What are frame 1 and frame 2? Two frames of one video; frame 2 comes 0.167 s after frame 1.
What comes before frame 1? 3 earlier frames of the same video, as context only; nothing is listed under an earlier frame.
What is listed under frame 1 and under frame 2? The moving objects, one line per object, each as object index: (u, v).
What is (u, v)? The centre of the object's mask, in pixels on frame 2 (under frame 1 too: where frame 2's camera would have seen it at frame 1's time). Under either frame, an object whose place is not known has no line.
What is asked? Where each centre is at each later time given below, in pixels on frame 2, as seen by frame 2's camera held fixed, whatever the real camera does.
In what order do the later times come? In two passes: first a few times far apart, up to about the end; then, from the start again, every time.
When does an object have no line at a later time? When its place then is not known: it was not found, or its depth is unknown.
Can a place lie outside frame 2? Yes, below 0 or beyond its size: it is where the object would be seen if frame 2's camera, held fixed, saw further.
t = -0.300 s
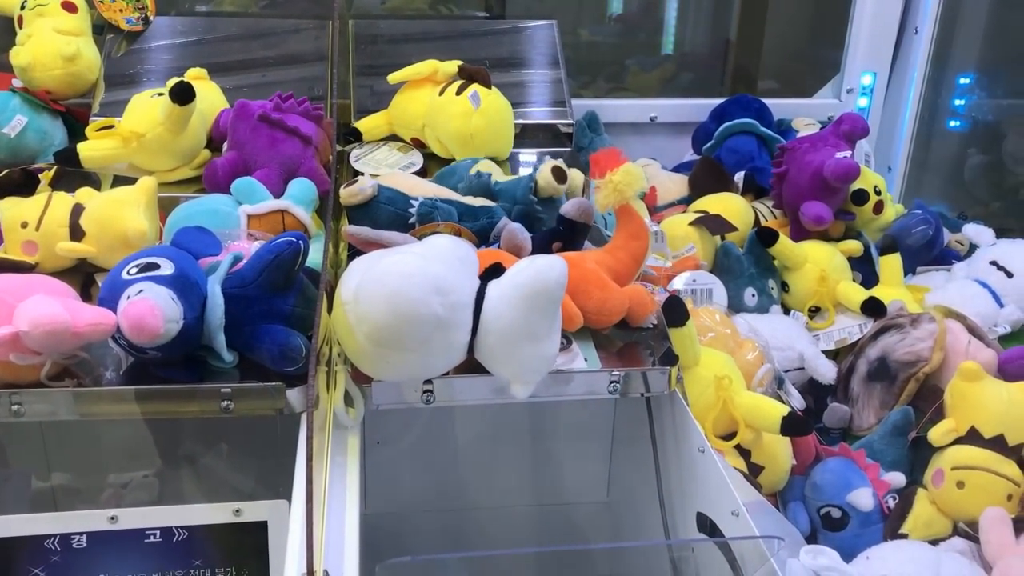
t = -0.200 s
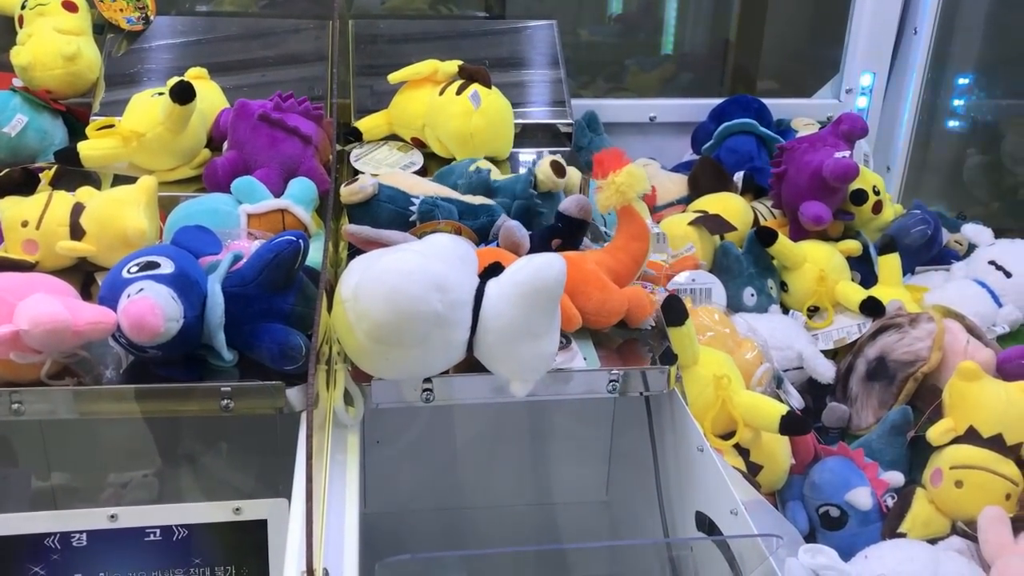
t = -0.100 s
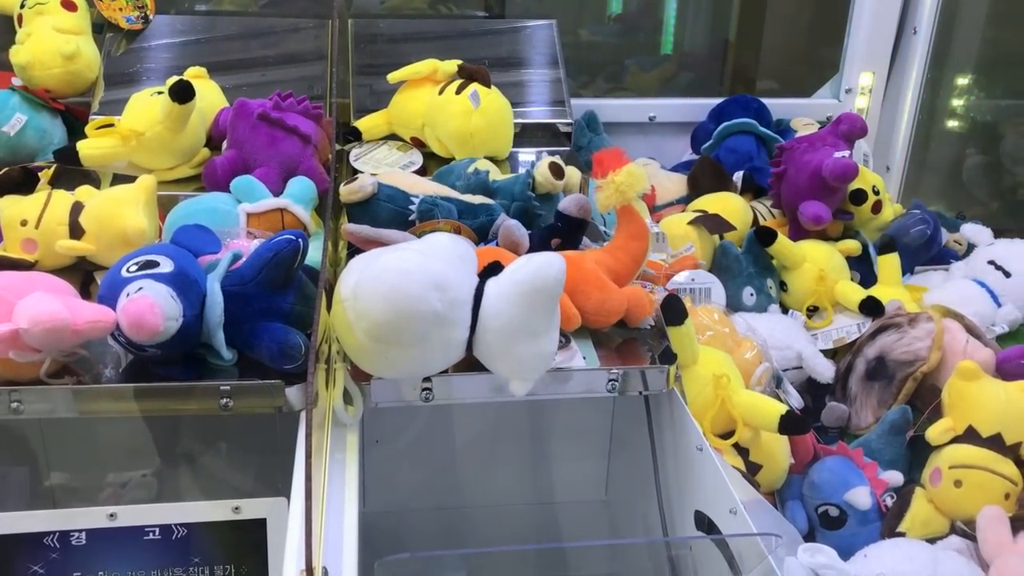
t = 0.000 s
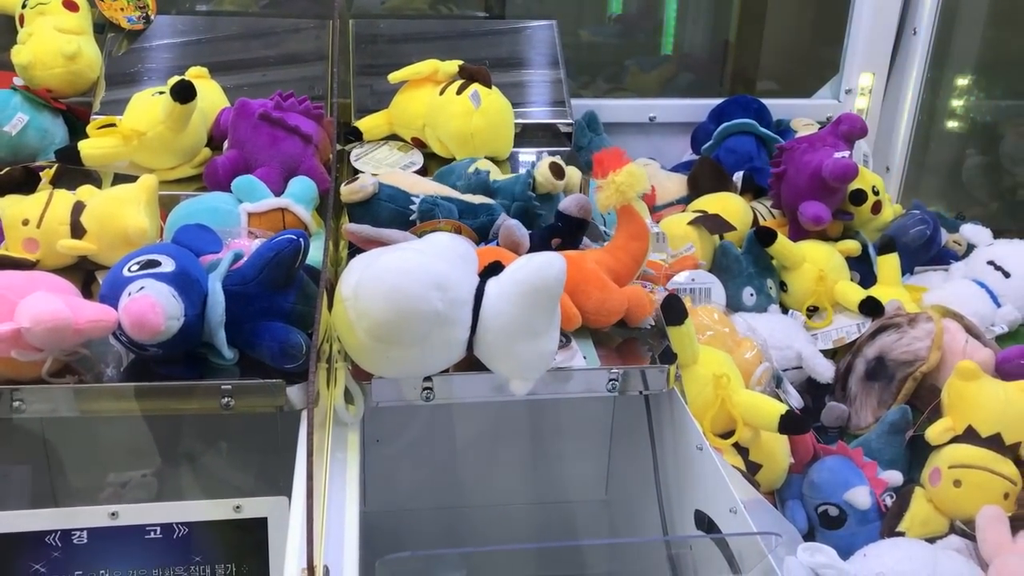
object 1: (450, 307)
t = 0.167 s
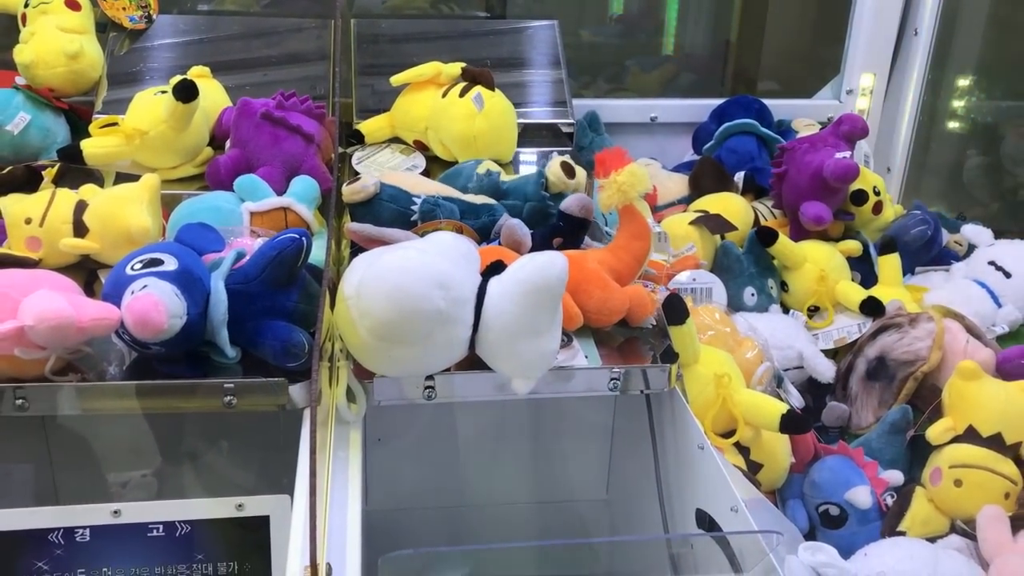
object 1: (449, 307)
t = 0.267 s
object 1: (449, 307)
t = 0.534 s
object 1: (451, 312)
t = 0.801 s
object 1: (453, 326)
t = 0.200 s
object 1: (450, 307)
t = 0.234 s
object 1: (450, 307)
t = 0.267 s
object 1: (449, 307)
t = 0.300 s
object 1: (450, 308)
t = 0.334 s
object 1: (450, 308)
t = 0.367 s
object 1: (450, 308)
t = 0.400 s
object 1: (450, 308)
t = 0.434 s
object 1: (450, 309)
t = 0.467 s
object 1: (450, 310)
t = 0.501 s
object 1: (451, 311)
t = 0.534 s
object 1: (451, 312)
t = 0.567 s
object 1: (452, 313)
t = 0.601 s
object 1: (452, 315)
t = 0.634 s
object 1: (452, 316)
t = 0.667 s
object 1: (453, 317)
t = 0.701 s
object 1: (453, 319)
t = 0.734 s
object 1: (453, 321)
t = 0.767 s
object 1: (453, 323)
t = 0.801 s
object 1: (453, 326)
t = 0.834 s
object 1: (452, 332)
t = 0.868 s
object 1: (451, 342)
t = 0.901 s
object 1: (454, 368)
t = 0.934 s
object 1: (456, 404)
